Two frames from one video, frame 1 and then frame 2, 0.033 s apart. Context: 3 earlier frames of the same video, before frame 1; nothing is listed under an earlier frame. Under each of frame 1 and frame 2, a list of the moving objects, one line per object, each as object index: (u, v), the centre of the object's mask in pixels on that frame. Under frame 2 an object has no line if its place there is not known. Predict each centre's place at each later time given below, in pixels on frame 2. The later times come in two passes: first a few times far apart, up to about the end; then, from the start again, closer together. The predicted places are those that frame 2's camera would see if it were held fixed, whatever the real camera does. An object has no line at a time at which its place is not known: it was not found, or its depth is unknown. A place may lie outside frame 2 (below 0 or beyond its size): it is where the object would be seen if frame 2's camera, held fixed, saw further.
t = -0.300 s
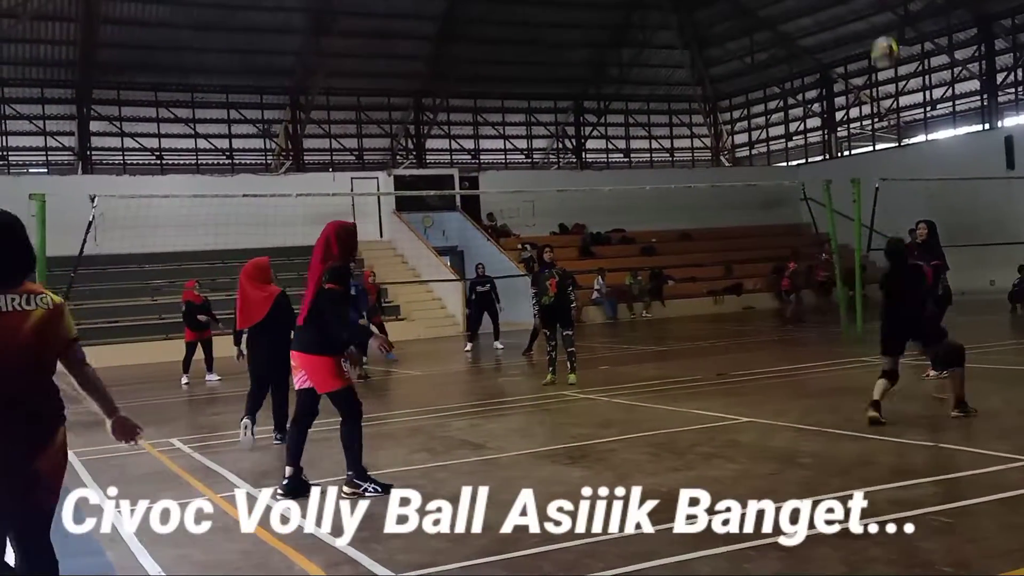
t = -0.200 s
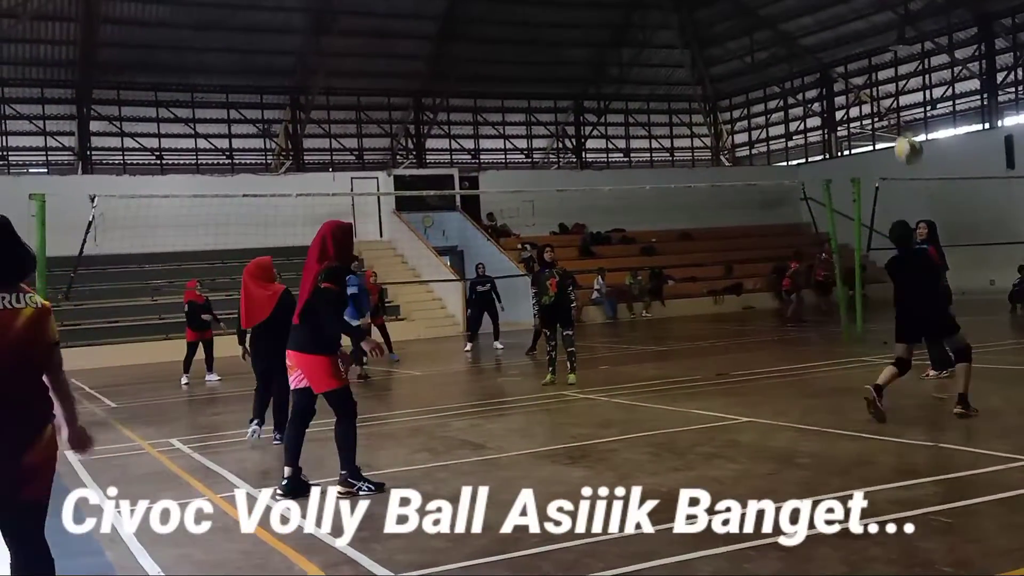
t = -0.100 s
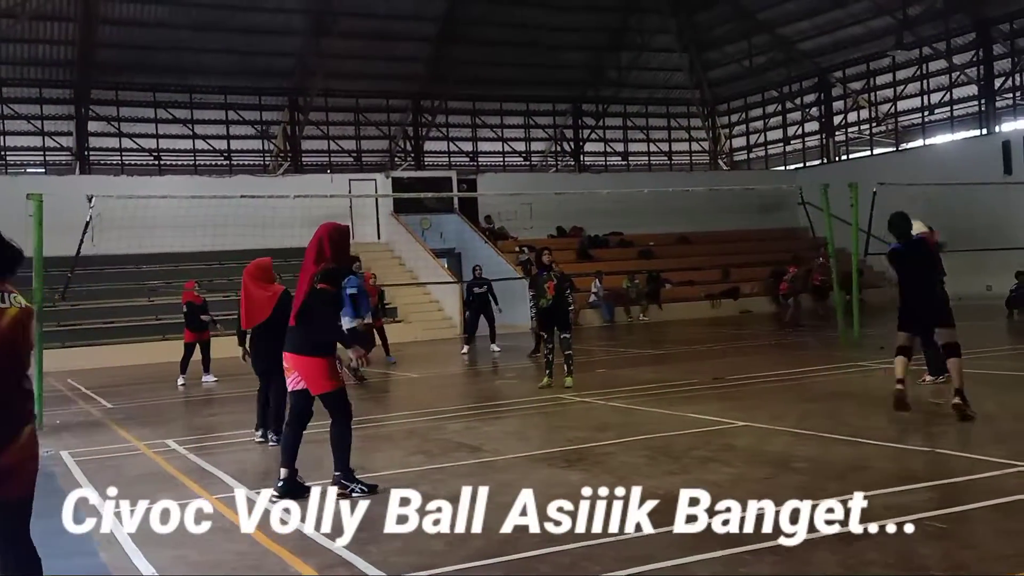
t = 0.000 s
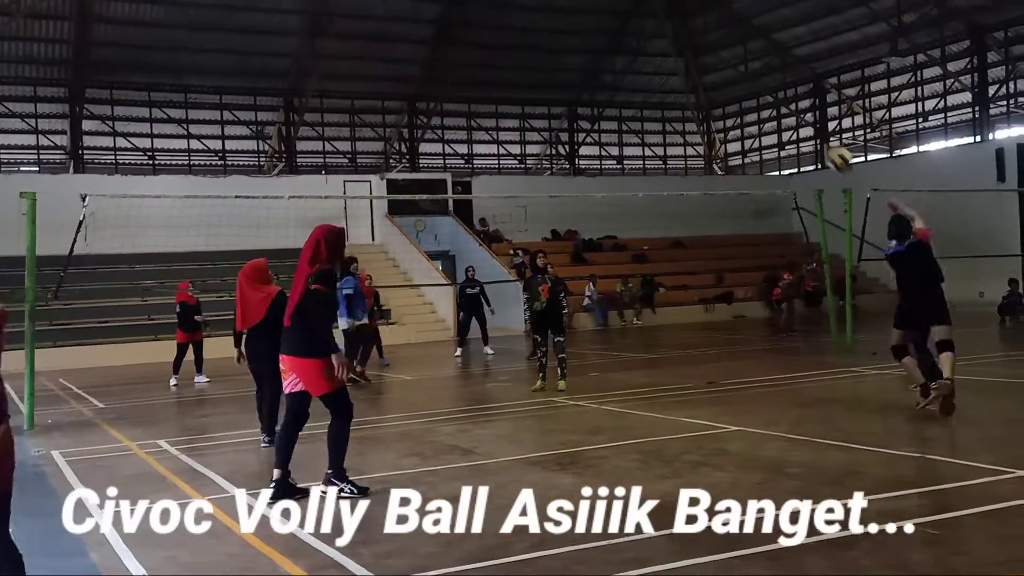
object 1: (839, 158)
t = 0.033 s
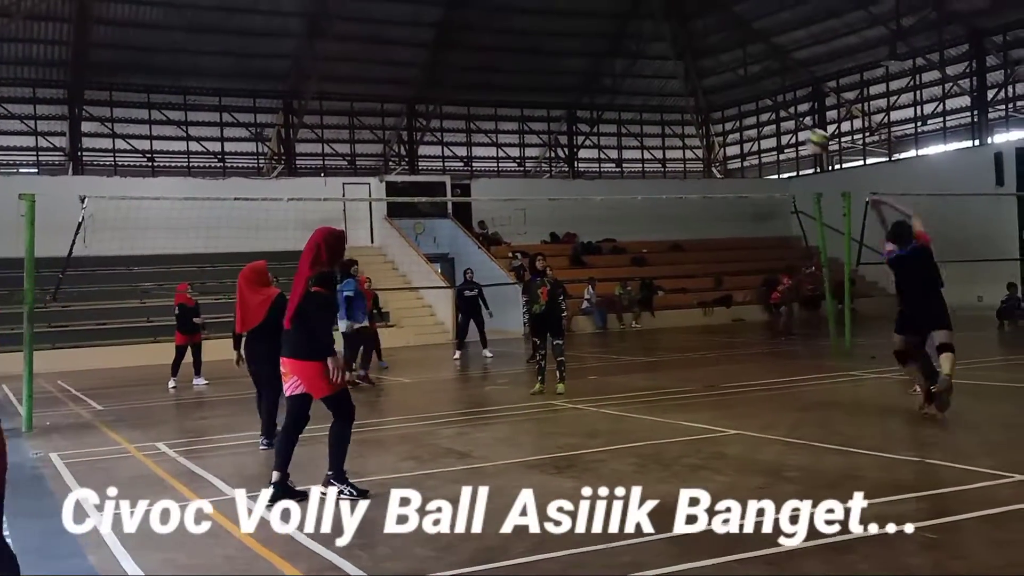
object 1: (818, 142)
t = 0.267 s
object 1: (698, 44)
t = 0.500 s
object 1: (612, 21)
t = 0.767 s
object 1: (540, 51)
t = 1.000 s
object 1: (493, 113)
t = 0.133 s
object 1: (760, 88)
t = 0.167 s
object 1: (743, 75)
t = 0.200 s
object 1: (727, 63)
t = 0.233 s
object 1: (713, 53)
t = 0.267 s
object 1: (698, 44)
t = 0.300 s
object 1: (684, 37)
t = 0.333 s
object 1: (671, 32)
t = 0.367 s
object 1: (658, 27)
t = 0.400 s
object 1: (646, 23)
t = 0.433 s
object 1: (634, 22)
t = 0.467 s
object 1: (623, 21)
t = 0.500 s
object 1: (612, 21)
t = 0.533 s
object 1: (602, 21)
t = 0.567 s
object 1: (592, 23)
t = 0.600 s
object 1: (583, 27)
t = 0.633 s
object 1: (573, 29)
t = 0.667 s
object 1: (564, 33)
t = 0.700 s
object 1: (555, 38)
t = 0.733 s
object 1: (548, 45)
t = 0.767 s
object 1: (540, 51)
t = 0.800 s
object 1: (532, 58)
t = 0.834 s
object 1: (524, 65)
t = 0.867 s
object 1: (518, 74)
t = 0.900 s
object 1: (511, 83)
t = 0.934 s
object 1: (504, 92)
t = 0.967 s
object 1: (498, 103)
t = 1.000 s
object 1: (493, 113)
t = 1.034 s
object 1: (486, 124)
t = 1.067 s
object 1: (482, 135)
